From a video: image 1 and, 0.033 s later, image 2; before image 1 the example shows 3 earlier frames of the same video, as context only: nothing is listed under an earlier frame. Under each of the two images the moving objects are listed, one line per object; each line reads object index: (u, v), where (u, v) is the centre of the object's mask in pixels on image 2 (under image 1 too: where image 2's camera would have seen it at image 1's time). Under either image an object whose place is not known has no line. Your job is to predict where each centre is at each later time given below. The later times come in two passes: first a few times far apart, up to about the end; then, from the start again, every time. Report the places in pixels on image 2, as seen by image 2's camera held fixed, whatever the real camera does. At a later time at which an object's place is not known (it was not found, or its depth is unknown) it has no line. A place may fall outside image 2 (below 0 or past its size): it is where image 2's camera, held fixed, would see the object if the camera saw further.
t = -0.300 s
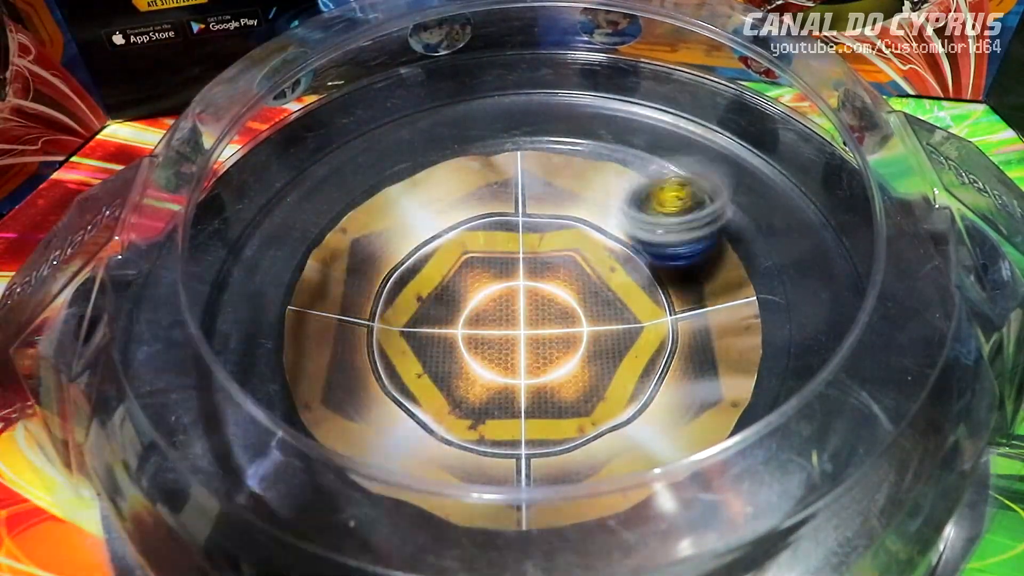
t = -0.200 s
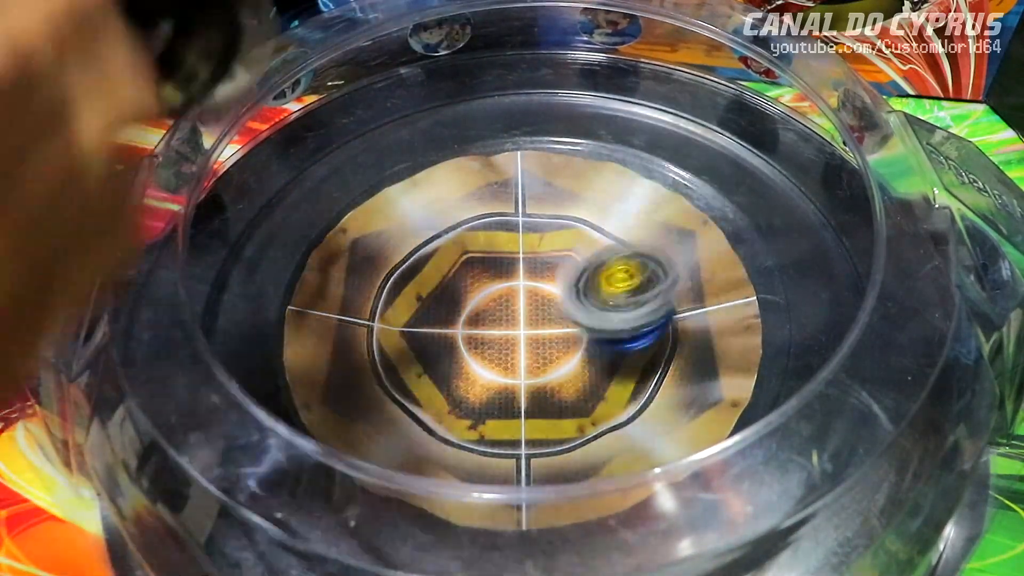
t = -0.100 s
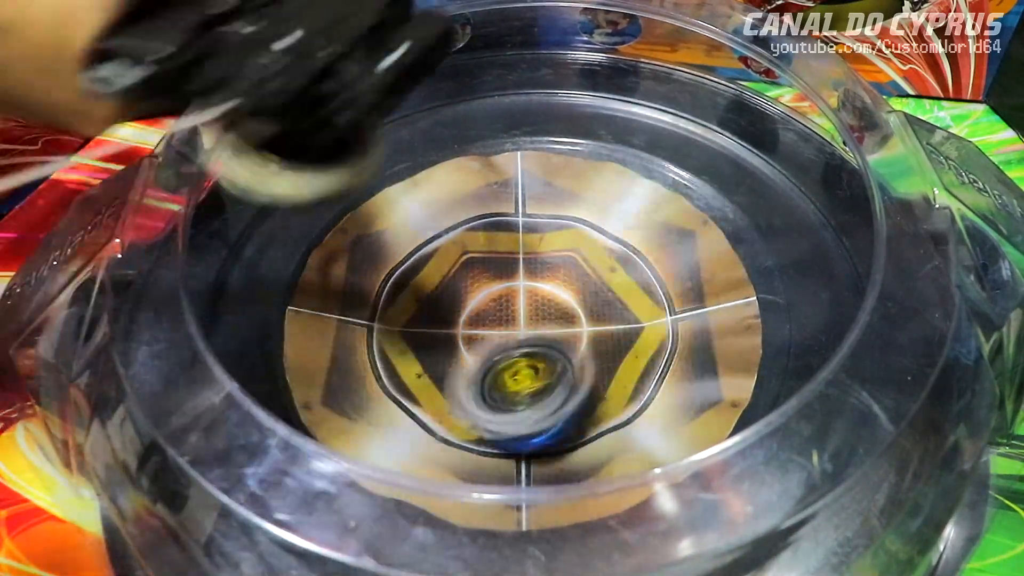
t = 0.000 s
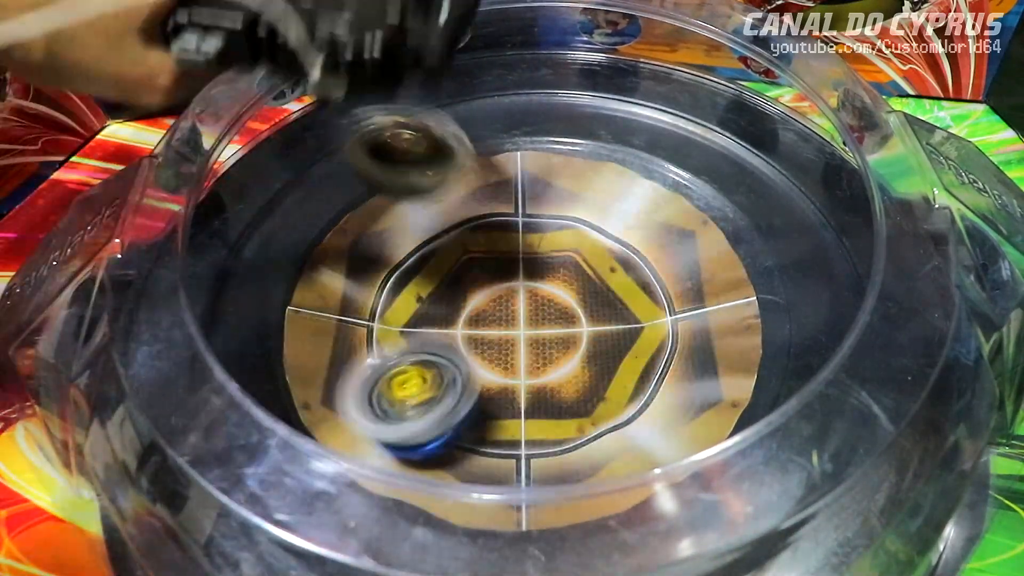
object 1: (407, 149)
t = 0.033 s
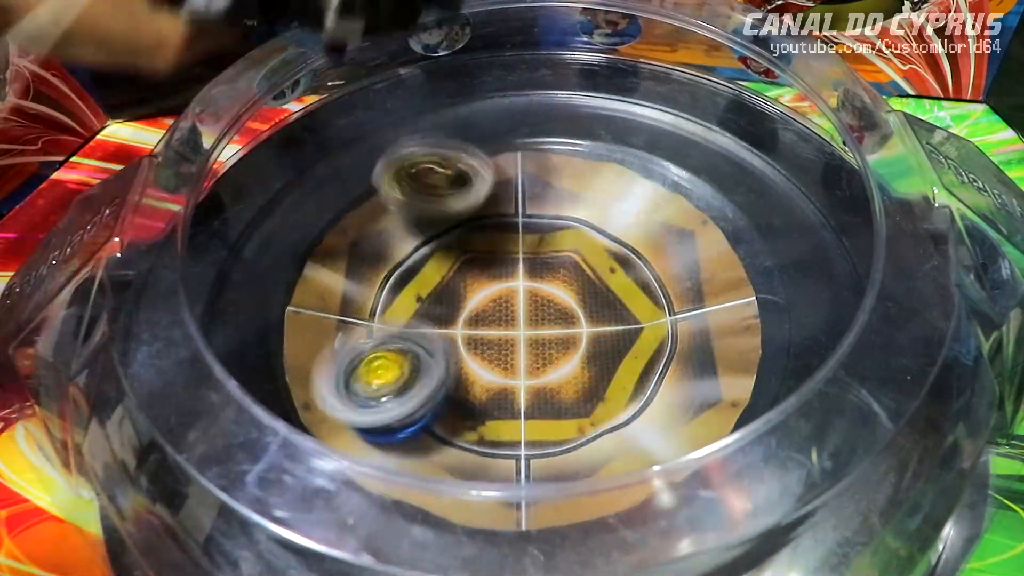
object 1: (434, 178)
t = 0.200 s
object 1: (546, 97)
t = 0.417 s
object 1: (673, 137)
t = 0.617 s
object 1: (919, 304)
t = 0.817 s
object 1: (750, 331)
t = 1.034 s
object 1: (501, 270)
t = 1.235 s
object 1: (354, 332)
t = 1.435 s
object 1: (406, 448)
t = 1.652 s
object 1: (596, 384)
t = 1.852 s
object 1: (547, 226)
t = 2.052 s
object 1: (375, 202)
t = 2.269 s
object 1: (482, 214)
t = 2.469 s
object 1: (516, 255)
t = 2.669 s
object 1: (531, 231)
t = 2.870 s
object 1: (496, 174)
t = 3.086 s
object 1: (444, 216)
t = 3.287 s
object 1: (539, 317)
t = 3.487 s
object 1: (563, 266)
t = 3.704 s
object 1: (563, 219)
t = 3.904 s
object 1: (580, 230)
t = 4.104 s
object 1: (591, 266)
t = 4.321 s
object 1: (745, 186)
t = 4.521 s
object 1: (819, 211)
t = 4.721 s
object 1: (848, 270)
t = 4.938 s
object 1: (861, 350)
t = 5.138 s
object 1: (836, 412)
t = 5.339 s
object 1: (777, 486)
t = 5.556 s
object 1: (675, 532)
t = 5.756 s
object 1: (556, 542)
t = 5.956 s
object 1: (419, 538)
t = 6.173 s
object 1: (300, 515)
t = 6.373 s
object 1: (237, 445)
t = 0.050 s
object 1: (443, 153)
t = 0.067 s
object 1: (452, 129)
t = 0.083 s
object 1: (463, 112)
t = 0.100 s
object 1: (474, 96)
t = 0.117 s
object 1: (485, 87)
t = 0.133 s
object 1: (497, 80)
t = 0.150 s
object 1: (508, 77)
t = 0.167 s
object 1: (521, 80)
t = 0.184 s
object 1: (533, 86)
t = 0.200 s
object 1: (546, 97)
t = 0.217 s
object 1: (559, 113)
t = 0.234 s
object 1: (569, 129)
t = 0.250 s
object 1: (575, 125)
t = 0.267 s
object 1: (583, 111)
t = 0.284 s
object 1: (590, 101)
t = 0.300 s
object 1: (597, 95)
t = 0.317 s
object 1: (604, 94)
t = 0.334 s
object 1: (611, 96)
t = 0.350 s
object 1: (618, 104)
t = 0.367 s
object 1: (625, 115)
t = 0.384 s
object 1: (631, 130)
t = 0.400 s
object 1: (637, 136)
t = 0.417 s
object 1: (673, 137)
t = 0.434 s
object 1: (714, 139)
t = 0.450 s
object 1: (752, 146)
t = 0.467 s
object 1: (788, 153)
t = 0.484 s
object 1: (808, 155)
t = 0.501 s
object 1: (824, 166)
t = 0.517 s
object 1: (856, 186)
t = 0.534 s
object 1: (870, 209)
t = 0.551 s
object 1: (882, 232)
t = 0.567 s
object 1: (894, 246)
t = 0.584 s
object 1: (904, 261)
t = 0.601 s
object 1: (912, 282)
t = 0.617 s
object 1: (919, 304)
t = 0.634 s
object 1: (922, 316)
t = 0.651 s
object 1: (908, 320)
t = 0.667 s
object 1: (895, 322)
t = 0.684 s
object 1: (884, 323)
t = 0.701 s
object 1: (870, 327)
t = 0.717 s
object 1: (854, 334)
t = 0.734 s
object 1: (839, 332)
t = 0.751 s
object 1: (823, 329)
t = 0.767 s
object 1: (806, 330)
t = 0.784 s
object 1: (786, 332)
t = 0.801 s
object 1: (768, 332)
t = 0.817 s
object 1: (750, 331)
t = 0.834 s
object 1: (731, 329)
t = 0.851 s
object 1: (711, 326)
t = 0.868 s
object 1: (687, 321)
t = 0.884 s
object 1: (665, 316)
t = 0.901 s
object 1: (650, 312)
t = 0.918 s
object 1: (630, 304)
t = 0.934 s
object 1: (610, 297)
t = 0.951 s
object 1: (591, 291)
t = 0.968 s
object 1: (575, 283)
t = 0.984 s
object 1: (558, 280)
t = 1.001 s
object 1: (542, 276)
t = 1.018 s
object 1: (521, 273)
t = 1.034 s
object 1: (501, 270)
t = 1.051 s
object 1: (484, 271)
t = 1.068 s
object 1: (470, 273)
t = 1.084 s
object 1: (455, 275)
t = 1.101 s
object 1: (436, 277)
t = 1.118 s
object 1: (419, 281)
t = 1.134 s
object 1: (407, 285)
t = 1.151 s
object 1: (393, 291)
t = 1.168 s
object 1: (382, 298)
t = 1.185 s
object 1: (372, 304)
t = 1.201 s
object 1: (364, 313)
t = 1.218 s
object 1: (358, 322)
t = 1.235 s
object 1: (354, 332)
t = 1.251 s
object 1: (351, 342)
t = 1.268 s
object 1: (349, 352)
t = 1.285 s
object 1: (348, 363)
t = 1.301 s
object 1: (348, 374)
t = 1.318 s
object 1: (351, 385)
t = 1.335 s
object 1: (354, 394)
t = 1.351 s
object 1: (360, 402)
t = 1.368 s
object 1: (367, 409)
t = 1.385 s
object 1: (375, 416)
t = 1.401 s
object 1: (380, 433)
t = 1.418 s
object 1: (393, 441)
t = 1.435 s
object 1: (406, 448)
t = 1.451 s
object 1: (424, 449)
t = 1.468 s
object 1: (438, 458)
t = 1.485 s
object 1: (454, 458)
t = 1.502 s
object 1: (479, 456)
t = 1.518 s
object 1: (493, 456)
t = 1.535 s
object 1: (512, 442)
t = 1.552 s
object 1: (525, 439)
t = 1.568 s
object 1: (539, 436)
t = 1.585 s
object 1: (554, 429)
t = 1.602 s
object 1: (568, 421)
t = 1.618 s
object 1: (580, 409)
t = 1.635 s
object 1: (588, 396)
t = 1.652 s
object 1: (596, 384)
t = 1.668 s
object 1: (601, 368)
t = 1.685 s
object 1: (604, 354)
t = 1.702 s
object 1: (607, 340)
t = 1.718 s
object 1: (607, 325)
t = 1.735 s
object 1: (604, 310)
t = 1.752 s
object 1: (600, 299)
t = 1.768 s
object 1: (593, 282)
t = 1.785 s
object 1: (588, 273)
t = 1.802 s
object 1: (579, 259)
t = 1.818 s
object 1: (569, 245)
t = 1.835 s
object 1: (560, 235)
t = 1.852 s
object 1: (547, 226)
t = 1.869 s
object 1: (535, 218)
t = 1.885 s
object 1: (523, 211)
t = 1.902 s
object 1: (512, 207)
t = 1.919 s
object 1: (498, 203)
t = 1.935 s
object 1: (481, 198)
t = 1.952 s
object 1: (465, 196)
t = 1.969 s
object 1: (448, 195)
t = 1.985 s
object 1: (432, 195)
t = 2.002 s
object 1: (416, 196)
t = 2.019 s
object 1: (400, 198)
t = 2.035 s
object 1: (387, 200)
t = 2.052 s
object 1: (375, 202)
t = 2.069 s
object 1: (379, 199)
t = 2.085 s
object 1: (390, 197)
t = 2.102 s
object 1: (402, 197)
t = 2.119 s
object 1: (411, 196)
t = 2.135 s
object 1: (422, 196)
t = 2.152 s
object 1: (430, 197)
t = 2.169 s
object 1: (439, 198)
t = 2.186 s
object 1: (448, 200)
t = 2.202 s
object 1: (456, 202)
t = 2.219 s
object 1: (462, 205)
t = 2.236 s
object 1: (469, 208)
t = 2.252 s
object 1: (477, 210)
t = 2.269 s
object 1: (482, 214)
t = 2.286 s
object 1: (488, 218)
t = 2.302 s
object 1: (493, 222)
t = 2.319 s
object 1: (497, 226)
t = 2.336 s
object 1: (501, 230)
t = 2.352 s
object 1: (504, 234)
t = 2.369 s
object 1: (507, 239)
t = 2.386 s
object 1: (509, 242)
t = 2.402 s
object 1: (511, 246)
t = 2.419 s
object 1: (513, 250)
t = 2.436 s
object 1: (514, 251)
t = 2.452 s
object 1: (515, 254)
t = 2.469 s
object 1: (516, 255)
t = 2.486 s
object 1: (518, 256)
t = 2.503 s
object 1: (519, 256)
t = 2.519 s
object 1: (521, 256)
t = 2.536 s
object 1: (523, 255)
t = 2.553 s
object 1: (525, 253)
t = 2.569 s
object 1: (527, 252)
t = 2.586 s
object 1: (529, 248)
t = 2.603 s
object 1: (530, 244)
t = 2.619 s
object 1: (532, 240)
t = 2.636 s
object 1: (532, 237)
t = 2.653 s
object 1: (532, 234)
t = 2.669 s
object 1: (531, 231)
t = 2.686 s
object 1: (529, 229)
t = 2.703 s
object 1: (528, 228)
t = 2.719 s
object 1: (526, 226)
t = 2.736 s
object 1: (526, 226)
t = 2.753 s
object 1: (526, 226)
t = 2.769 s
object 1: (527, 226)
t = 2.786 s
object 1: (527, 224)
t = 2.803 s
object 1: (527, 222)
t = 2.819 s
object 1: (522, 214)
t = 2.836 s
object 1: (514, 196)
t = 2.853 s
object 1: (504, 183)
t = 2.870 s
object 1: (496, 174)
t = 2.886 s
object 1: (489, 168)
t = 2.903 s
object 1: (483, 163)
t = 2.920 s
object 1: (477, 162)
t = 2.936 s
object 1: (470, 162)
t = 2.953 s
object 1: (464, 163)
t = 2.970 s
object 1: (458, 166)
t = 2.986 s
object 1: (453, 170)
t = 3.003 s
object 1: (448, 175)
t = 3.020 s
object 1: (444, 182)
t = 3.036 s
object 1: (442, 189)
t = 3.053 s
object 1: (441, 198)
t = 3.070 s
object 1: (442, 206)
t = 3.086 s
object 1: (444, 216)
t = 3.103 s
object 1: (446, 226)
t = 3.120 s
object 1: (451, 239)
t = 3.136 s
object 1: (456, 248)
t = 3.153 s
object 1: (464, 262)
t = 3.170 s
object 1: (472, 275)
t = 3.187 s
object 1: (477, 283)
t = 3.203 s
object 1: (486, 291)
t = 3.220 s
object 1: (497, 301)
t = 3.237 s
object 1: (507, 309)
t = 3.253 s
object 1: (520, 316)
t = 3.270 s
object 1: (534, 319)
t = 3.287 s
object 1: (539, 317)
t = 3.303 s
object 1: (542, 313)
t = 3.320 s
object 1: (543, 306)
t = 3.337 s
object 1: (544, 304)
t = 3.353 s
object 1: (545, 299)
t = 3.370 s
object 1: (545, 293)
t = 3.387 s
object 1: (546, 287)
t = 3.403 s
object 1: (548, 281)
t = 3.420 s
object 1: (550, 277)
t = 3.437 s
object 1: (552, 274)
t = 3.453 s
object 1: (557, 270)
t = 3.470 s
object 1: (560, 268)
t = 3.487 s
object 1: (563, 266)
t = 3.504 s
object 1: (567, 263)
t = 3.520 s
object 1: (571, 259)
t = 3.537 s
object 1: (572, 256)
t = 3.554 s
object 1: (572, 254)
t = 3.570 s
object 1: (571, 251)
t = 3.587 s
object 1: (570, 248)
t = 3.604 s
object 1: (568, 246)
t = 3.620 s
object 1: (565, 243)
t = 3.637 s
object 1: (563, 240)
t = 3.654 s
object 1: (564, 230)
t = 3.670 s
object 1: (564, 223)
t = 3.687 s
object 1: (565, 221)
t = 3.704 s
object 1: (563, 219)
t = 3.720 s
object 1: (560, 218)
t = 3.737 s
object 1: (558, 219)
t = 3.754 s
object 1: (555, 220)
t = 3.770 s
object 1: (552, 223)
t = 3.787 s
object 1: (554, 223)
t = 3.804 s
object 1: (560, 222)
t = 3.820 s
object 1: (566, 221)
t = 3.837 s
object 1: (571, 221)
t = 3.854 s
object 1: (574, 223)
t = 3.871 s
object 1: (577, 225)
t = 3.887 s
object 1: (578, 227)
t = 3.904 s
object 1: (580, 230)
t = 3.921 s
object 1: (581, 232)
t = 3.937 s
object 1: (582, 235)
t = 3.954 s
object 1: (583, 237)
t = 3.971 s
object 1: (583, 241)
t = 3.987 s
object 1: (584, 243)
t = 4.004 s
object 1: (585, 246)
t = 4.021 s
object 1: (586, 250)
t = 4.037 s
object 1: (586, 253)
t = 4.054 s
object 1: (587, 256)
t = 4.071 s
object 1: (588, 259)
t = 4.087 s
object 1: (590, 263)
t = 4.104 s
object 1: (591, 266)
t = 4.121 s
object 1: (598, 268)
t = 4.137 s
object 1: (622, 259)
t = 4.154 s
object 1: (646, 246)
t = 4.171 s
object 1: (670, 233)
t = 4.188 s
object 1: (688, 224)
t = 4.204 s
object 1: (703, 217)
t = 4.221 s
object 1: (715, 211)
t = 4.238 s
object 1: (725, 205)
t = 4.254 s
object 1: (734, 200)
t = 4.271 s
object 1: (739, 195)
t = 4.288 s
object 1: (741, 190)
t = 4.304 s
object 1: (743, 188)
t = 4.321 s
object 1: (745, 186)
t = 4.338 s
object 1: (747, 185)
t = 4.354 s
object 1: (750, 184)
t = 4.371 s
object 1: (754, 184)
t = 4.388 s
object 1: (758, 185)
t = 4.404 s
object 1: (764, 187)
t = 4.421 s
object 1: (770, 188)
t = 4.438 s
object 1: (778, 190)
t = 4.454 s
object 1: (786, 193)
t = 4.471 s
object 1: (796, 197)
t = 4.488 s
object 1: (803, 200)
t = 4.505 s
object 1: (810, 206)
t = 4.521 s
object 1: (819, 211)
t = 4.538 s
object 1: (829, 215)
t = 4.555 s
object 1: (837, 219)
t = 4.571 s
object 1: (843, 222)
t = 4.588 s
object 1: (845, 227)
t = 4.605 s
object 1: (844, 234)
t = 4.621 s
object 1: (841, 239)
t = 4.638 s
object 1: (839, 244)
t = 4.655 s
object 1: (839, 249)
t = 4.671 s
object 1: (839, 253)
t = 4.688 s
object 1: (841, 259)
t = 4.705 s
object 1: (845, 264)
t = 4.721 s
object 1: (848, 270)
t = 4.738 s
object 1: (854, 277)
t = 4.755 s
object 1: (860, 284)
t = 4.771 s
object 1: (865, 290)
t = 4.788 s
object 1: (866, 296)
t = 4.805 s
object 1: (865, 302)
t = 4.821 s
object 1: (861, 307)
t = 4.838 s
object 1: (858, 312)
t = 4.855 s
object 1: (857, 318)
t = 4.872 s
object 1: (856, 323)
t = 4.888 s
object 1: (855, 328)
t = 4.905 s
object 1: (856, 336)
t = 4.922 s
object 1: (859, 342)
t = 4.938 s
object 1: (861, 350)
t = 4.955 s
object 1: (861, 358)
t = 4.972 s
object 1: (862, 365)
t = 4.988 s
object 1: (859, 368)
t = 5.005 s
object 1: (856, 372)
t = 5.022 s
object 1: (853, 373)
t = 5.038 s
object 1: (850, 376)
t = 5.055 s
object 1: (848, 379)
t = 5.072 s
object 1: (846, 382)
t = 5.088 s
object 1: (844, 388)
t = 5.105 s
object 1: (843, 396)
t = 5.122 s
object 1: (841, 404)
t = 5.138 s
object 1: (836, 412)
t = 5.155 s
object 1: (831, 421)
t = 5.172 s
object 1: (826, 429)
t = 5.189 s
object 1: (822, 438)
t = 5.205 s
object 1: (818, 447)
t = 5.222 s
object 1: (815, 454)
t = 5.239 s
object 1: (810, 463)
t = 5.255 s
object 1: (805, 471)
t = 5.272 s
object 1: (799, 475)
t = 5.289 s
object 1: (794, 478)
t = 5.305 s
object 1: (789, 479)
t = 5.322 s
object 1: (783, 482)
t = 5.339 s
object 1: (777, 486)
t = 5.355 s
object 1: (773, 492)
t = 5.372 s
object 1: (765, 496)
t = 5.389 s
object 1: (761, 504)
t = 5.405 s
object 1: (752, 508)
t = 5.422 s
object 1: (742, 511)
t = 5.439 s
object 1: (736, 517)
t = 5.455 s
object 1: (726, 518)
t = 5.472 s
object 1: (717, 521)
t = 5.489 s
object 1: (710, 523)
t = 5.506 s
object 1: (700, 526)
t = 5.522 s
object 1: (692, 528)
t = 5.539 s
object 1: (683, 530)
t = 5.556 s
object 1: (675, 532)
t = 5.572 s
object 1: (666, 533)
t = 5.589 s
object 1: (657, 534)
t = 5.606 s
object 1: (648, 536)
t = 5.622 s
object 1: (639, 537)
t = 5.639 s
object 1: (629, 538)
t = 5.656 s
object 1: (621, 538)
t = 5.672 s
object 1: (610, 539)
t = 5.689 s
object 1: (599, 541)
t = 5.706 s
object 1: (588, 541)
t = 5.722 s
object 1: (578, 542)
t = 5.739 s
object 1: (568, 542)
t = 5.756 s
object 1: (556, 542)
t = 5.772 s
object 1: (546, 543)
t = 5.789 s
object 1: (534, 543)
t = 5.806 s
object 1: (523, 543)
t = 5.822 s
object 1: (512, 543)
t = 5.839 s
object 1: (500, 543)
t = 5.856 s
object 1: (488, 542)
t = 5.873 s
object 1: (476, 542)
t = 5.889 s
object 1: (464, 541)
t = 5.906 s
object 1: (453, 540)
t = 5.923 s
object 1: (442, 540)
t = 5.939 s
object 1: (432, 539)
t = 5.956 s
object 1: (419, 538)
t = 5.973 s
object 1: (410, 537)
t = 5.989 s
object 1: (397, 536)
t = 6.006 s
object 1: (387, 535)
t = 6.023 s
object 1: (377, 533)
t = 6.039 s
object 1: (368, 531)
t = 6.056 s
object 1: (360, 530)
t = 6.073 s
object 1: (351, 528)
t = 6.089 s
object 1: (343, 527)
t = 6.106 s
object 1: (333, 525)
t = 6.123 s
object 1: (325, 523)
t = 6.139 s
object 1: (316, 522)
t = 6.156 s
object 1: (308, 518)
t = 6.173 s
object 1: (300, 515)
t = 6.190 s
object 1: (295, 509)
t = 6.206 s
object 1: (290, 504)
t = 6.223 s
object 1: (284, 499)
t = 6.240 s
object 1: (278, 493)
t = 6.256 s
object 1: (271, 487)
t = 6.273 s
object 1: (266, 481)
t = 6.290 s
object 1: (259, 475)
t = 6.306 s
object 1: (255, 470)
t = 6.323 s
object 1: (249, 463)
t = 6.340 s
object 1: (245, 458)
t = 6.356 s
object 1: (240, 451)
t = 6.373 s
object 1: (237, 445)
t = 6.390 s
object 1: (234, 438)
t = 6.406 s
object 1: (230, 432)
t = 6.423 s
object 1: (227, 425)
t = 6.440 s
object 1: (224, 418)
